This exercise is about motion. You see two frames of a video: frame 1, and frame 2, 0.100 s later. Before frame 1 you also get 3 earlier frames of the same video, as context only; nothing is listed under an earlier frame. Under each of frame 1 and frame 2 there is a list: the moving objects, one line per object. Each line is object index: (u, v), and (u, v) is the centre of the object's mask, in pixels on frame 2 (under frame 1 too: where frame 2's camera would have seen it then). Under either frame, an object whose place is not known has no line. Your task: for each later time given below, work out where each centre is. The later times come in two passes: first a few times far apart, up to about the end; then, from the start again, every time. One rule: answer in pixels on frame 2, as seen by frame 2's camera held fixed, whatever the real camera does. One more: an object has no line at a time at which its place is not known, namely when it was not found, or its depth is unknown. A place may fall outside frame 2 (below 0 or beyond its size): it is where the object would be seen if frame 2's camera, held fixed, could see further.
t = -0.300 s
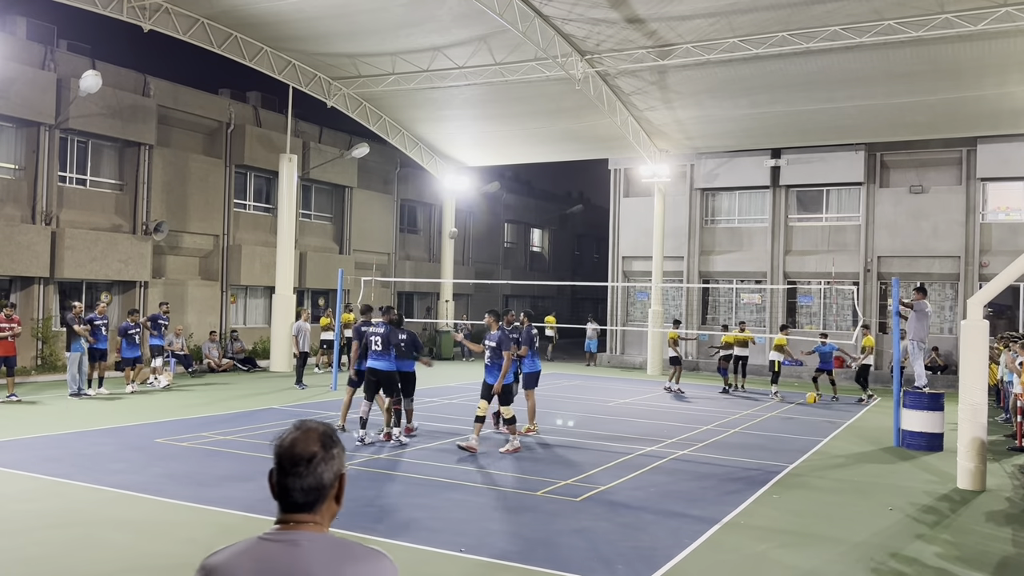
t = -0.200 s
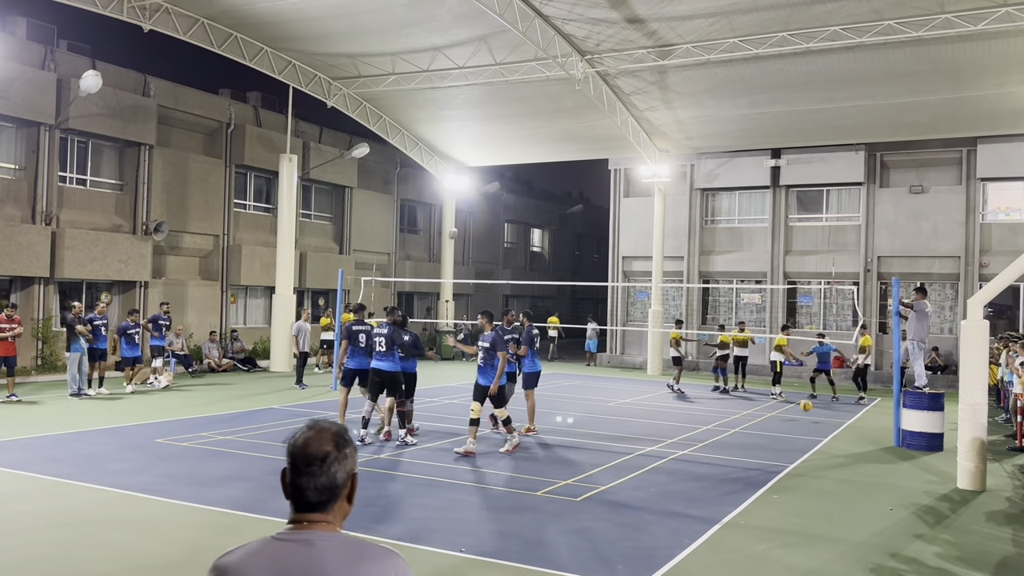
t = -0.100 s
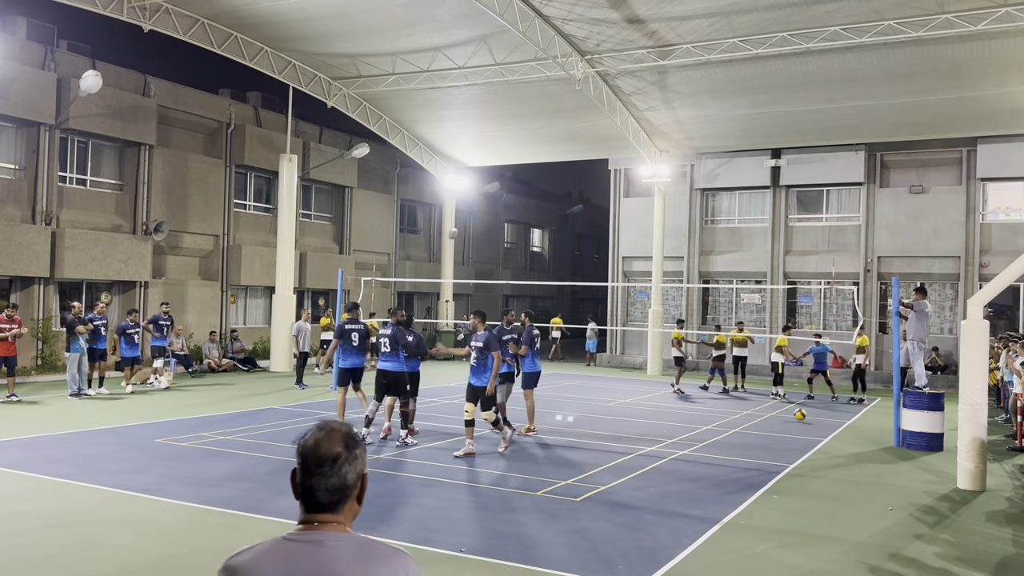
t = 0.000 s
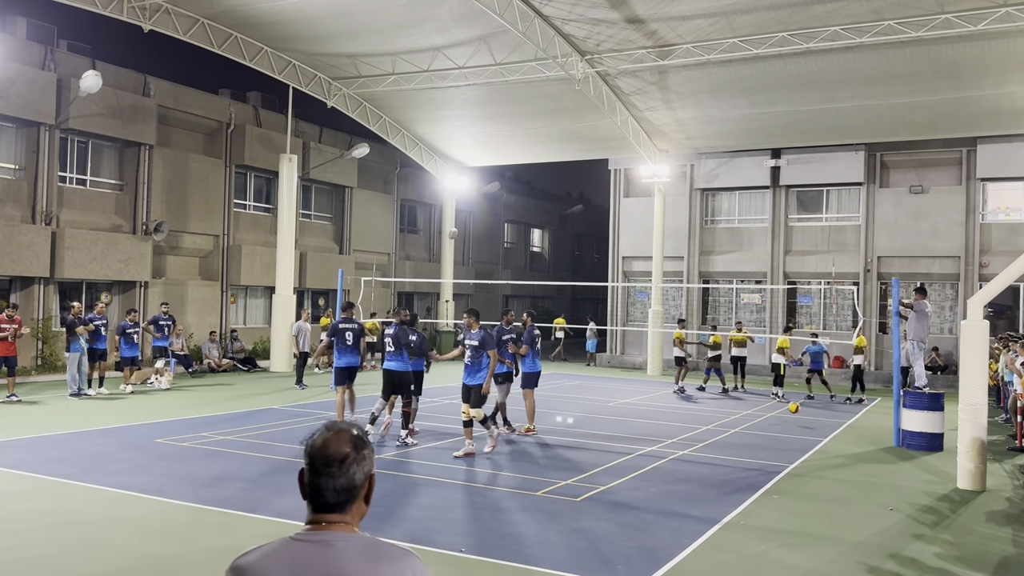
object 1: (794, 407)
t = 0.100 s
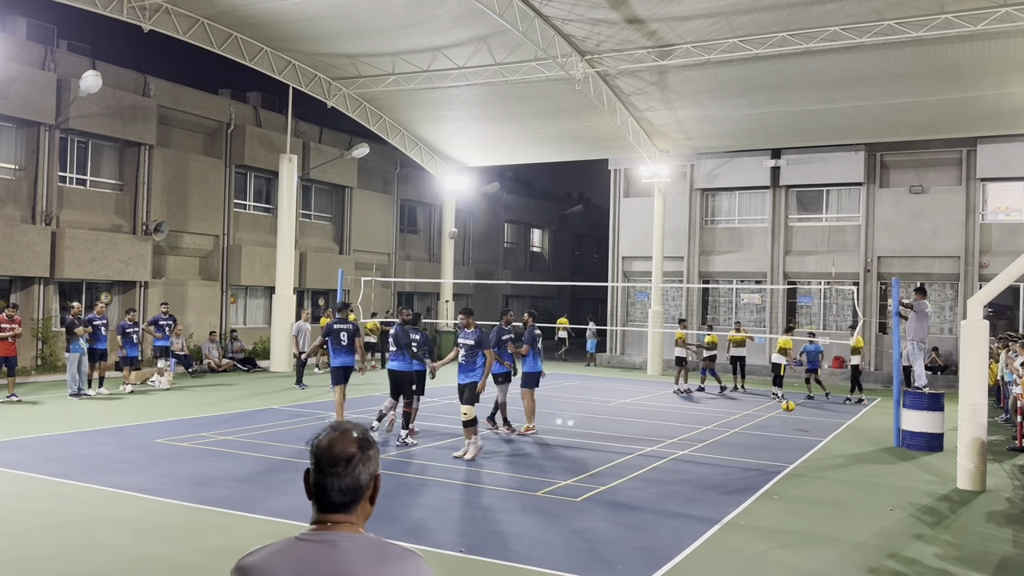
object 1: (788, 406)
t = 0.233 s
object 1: (779, 412)
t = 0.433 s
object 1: (766, 418)
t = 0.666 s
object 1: (749, 424)
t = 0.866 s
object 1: (733, 427)
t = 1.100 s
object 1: (713, 442)
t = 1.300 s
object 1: (696, 438)
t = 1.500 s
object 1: (677, 446)
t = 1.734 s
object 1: (652, 459)
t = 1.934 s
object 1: (630, 460)
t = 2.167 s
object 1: (600, 467)
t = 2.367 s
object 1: (572, 476)
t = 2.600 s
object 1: (536, 488)
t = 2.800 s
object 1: (501, 498)
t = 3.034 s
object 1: (455, 513)
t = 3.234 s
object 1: (411, 526)
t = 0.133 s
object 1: (786, 407)
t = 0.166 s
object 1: (783, 408)
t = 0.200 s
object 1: (781, 410)
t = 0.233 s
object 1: (779, 412)
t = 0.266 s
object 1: (777, 416)
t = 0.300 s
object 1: (775, 420)
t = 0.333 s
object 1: (773, 424)
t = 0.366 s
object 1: (770, 422)
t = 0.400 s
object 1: (768, 420)
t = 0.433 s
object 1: (766, 418)
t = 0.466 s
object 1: (764, 417)
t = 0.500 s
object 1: (761, 417)
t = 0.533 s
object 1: (759, 416)
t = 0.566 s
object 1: (756, 417)
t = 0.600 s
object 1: (754, 419)
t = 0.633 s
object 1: (752, 421)
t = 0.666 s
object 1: (749, 424)
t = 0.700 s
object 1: (746, 428)
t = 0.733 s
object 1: (744, 433)
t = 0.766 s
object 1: (741, 432)
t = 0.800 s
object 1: (738, 430)
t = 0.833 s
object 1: (736, 428)
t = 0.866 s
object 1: (733, 427)
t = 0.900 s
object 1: (731, 427)
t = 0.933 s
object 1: (728, 427)
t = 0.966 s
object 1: (725, 429)
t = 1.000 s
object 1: (722, 431)
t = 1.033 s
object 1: (719, 433)
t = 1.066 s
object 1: (716, 437)
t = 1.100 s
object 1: (713, 442)
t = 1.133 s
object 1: (710, 440)
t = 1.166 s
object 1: (707, 438)
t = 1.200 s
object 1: (705, 437)
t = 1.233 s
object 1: (702, 437)
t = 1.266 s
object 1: (699, 438)
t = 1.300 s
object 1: (696, 438)
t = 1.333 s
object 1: (693, 440)
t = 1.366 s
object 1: (690, 443)
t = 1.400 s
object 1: (686, 446)
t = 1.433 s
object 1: (683, 449)
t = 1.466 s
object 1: (679, 447)
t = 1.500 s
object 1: (677, 446)
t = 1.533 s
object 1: (674, 445)
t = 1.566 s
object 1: (670, 445)
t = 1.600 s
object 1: (667, 446)
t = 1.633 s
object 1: (663, 448)
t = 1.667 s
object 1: (659, 451)
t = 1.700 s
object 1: (656, 456)
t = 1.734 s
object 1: (652, 459)
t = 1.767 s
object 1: (649, 457)
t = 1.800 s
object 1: (645, 457)
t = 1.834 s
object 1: (642, 456)
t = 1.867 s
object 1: (637, 456)
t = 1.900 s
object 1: (634, 458)
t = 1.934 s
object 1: (630, 460)
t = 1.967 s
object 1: (625, 464)
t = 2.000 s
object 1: (621, 468)
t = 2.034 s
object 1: (617, 468)
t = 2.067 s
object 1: (613, 466)
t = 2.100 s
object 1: (609, 466)
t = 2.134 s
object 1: (604, 466)
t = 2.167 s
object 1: (600, 467)
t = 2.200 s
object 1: (596, 470)
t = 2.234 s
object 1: (591, 474)
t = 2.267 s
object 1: (587, 478)
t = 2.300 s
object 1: (581, 477)
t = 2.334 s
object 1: (577, 476)
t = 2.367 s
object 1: (572, 476)
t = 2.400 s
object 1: (567, 476)
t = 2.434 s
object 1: (562, 479)
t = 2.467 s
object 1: (557, 482)
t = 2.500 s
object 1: (552, 486)
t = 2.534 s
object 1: (546, 488)
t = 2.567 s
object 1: (541, 487)
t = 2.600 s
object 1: (536, 488)
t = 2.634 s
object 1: (530, 489)
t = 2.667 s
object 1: (525, 492)
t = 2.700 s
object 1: (519, 495)
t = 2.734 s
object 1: (513, 498)
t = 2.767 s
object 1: (507, 497)
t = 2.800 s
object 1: (501, 498)
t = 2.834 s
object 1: (495, 500)
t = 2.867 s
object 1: (488, 503)
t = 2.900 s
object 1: (482, 507)
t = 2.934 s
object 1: (476, 507)
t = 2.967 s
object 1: (469, 508)
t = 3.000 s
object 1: (462, 510)
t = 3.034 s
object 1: (455, 513)
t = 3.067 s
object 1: (448, 516)
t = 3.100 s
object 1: (441, 516)
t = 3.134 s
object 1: (434, 518)
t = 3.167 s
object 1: (426, 521)
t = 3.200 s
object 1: (418, 525)
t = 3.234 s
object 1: (411, 526)
